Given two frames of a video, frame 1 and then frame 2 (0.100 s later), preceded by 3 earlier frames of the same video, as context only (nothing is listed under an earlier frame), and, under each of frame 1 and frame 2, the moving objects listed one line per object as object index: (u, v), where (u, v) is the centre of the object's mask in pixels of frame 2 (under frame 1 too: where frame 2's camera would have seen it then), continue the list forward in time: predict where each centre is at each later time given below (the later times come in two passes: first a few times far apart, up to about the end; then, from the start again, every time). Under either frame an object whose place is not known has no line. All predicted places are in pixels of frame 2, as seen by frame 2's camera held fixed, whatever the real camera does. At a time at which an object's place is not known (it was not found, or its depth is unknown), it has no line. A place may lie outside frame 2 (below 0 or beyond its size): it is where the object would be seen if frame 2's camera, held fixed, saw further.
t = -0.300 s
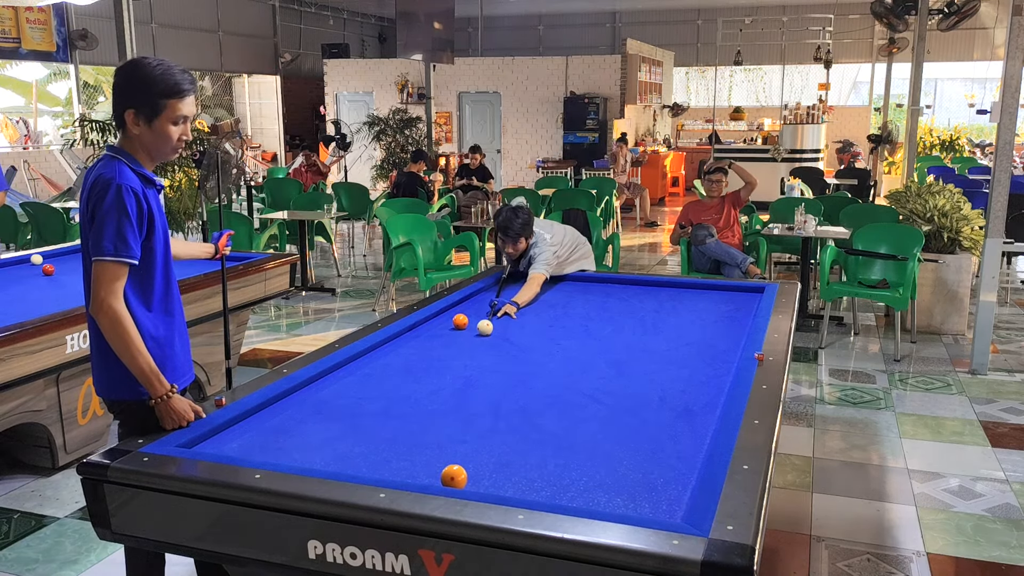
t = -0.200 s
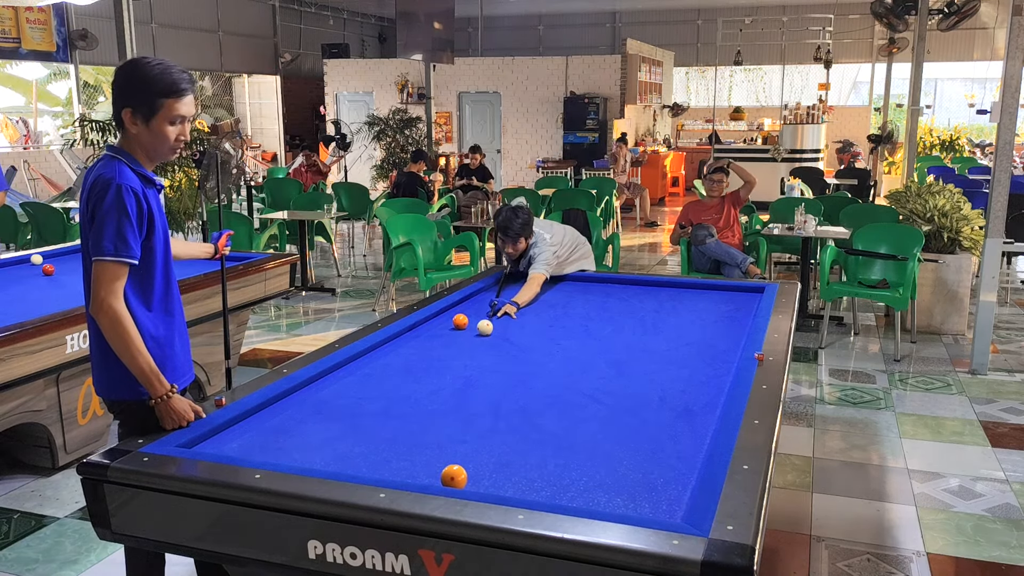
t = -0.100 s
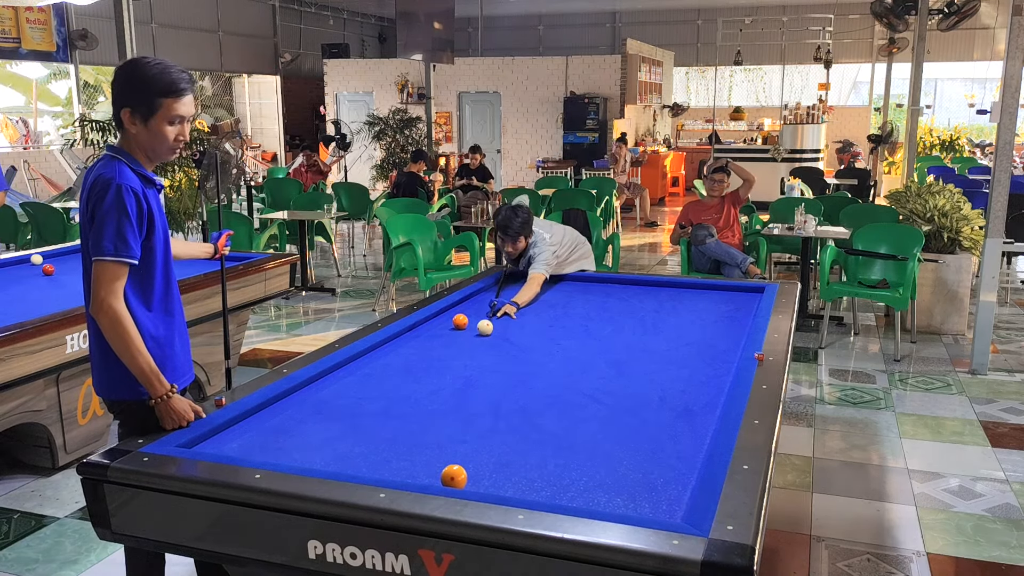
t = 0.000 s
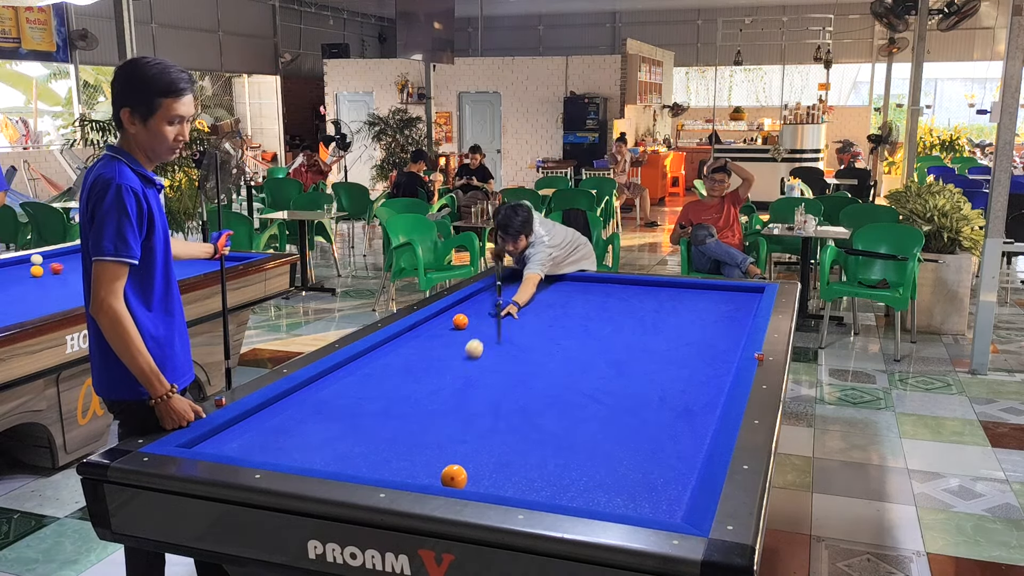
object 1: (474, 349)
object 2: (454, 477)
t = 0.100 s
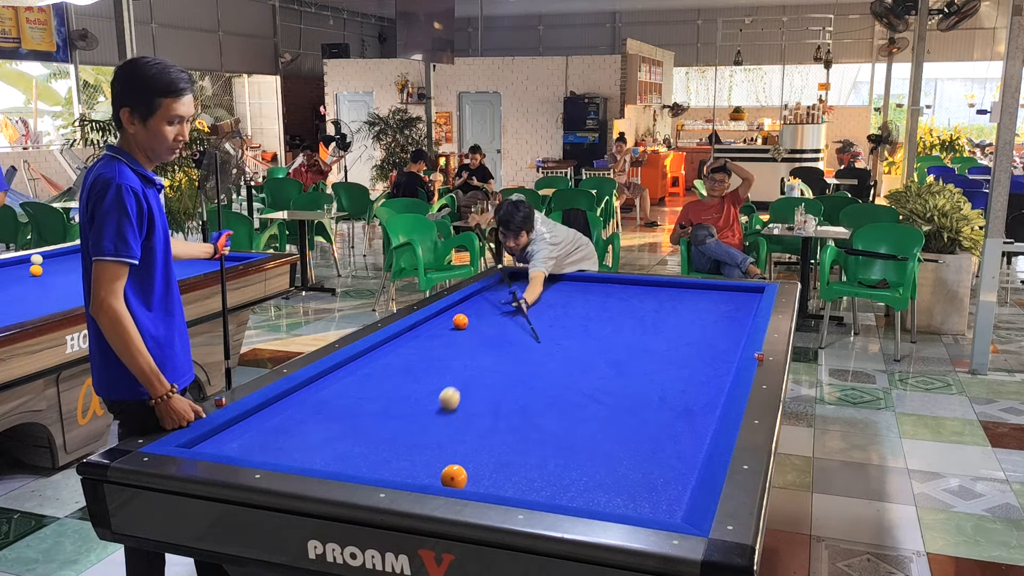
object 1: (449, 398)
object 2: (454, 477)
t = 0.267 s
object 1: (475, 451)
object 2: (458, 477)
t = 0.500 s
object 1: (651, 370)
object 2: (478, 482)
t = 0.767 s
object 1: (734, 319)
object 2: (500, 487)
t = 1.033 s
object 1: (706, 285)
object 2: (522, 490)
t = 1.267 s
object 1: (642, 299)
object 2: (541, 492)
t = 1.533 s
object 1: (567, 311)
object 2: (561, 494)
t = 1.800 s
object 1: (488, 323)
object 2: (580, 496)
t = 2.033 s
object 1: (412, 334)
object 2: (596, 498)
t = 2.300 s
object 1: (401, 356)
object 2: (613, 499)
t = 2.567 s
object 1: (399, 383)
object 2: (629, 501)
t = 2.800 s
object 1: (396, 411)
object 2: (642, 502)
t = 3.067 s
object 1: (392, 452)
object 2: (656, 503)
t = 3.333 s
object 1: (437, 467)
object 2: (668, 504)
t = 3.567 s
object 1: (508, 456)
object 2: (676, 504)
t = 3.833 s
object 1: (584, 445)
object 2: (671, 503)
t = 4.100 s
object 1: (653, 435)
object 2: (667, 502)
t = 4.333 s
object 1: (707, 426)
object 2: (664, 502)
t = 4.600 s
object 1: (682, 408)
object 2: (661, 501)
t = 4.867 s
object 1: (662, 392)
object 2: (660, 501)
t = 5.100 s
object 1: (647, 380)
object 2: (660, 501)
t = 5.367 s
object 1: (631, 368)
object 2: (660, 501)
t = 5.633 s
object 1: (617, 357)
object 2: (660, 501)
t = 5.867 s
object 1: (606, 348)
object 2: (660, 501)
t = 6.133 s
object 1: (594, 339)
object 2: (660, 501)
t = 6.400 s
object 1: (584, 331)
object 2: (660, 501)
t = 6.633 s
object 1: (575, 324)
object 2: (660, 501)
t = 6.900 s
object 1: (566, 318)
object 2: (660, 501)
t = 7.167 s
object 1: (558, 312)
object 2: (660, 501)
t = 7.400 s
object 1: (552, 307)
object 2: (660, 501)
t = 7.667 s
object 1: (545, 302)
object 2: (660, 501)
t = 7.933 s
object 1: (539, 297)
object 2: (660, 501)
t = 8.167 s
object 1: (535, 293)
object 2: (660, 501)
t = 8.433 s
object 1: (530, 289)
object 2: (660, 501)
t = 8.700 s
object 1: (525, 285)
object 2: (660, 501)
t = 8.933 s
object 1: (522, 282)
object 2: (660, 501)
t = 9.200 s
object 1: (518, 278)
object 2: (660, 501)
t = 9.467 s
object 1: (515, 275)
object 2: (660, 501)
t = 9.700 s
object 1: (517, 274)
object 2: (660, 501)
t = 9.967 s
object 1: (520, 276)
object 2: (660, 501)
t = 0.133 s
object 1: (439, 420)
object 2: (454, 477)
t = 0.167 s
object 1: (427, 444)
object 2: (454, 477)
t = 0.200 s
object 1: (413, 469)
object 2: (454, 477)
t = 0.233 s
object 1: (437, 467)
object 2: (455, 477)
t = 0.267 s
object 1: (475, 451)
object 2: (458, 477)
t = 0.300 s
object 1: (507, 436)
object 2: (461, 478)
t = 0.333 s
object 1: (537, 422)
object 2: (464, 479)
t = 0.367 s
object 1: (564, 410)
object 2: (467, 479)
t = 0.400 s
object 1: (588, 398)
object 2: (470, 480)
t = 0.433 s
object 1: (611, 388)
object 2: (472, 481)
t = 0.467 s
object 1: (632, 378)
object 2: (475, 481)
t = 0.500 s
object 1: (651, 370)
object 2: (478, 482)
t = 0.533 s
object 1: (669, 362)
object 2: (481, 483)
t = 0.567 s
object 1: (686, 355)
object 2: (484, 483)
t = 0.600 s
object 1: (702, 348)
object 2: (486, 484)
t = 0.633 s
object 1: (717, 341)
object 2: (489, 485)
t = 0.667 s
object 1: (731, 335)
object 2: (492, 485)
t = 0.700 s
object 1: (743, 330)
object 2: (494, 486)
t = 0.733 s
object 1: (740, 324)
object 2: (497, 486)
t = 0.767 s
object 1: (734, 319)
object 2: (500, 487)
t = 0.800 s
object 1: (729, 314)
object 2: (503, 487)
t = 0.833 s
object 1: (724, 309)
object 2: (506, 488)
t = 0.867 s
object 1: (720, 304)
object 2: (508, 489)
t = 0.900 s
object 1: (716, 300)
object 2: (511, 489)
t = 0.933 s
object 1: (713, 296)
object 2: (514, 489)
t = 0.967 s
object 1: (710, 292)
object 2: (516, 490)
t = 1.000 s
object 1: (708, 289)
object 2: (519, 490)
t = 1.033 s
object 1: (706, 285)
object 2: (522, 490)
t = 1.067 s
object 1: (698, 287)
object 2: (525, 490)
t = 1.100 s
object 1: (689, 289)
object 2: (527, 491)
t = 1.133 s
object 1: (679, 291)
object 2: (530, 491)
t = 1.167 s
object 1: (670, 293)
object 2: (533, 491)
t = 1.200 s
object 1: (661, 295)
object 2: (535, 492)
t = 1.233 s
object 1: (651, 297)
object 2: (538, 492)
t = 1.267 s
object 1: (642, 299)
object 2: (541, 492)
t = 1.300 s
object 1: (633, 300)
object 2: (543, 493)
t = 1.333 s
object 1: (623, 302)
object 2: (546, 493)
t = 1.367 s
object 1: (614, 304)
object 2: (548, 493)
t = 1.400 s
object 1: (604, 305)
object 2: (551, 493)
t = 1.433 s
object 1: (595, 307)
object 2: (553, 493)
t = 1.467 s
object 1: (585, 308)
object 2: (556, 494)
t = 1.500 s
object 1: (576, 310)
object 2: (558, 494)
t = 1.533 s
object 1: (567, 311)
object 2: (561, 494)
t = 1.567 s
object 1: (557, 312)
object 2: (563, 494)
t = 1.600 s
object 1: (547, 314)
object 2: (566, 495)
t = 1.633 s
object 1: (538, 315)
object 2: (568, 495)
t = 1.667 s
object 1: (528, 317)
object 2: (571, 495)
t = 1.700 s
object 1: (518, 318)
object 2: (573, 496)
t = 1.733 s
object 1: (508, 320)
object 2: (575, 496)
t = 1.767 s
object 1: (498, 321)
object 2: (578, 496)
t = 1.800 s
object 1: (488, 323)
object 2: (580, 496)
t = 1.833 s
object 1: (477, 324)
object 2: (582, 496)
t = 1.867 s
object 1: (467, 326)
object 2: (585, 497)
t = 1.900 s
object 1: (456, 327)
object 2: (587, 497)
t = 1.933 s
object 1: (445, 329)
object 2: (589, 497)
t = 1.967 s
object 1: (434, 330)
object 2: (592, 497)
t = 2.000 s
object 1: (423, 332)
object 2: (594, 497)
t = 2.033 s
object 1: (412, 334)
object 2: (596, 498)
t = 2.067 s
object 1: (400, 335)
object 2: (598, 498)
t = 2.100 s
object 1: (398, 338)
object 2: (600, 498)
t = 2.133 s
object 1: (400, 341)
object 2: (603, 498)
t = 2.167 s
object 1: (401, 344)
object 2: (605, 498)
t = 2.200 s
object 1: (401, 347)
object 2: (607, 499)
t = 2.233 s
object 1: (401, 350)
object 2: (609, 499)
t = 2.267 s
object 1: (401, 353)
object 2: (611, 499)
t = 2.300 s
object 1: (401, 356)
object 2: (613, 499)
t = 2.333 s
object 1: (401, 359)
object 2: (615, 499)
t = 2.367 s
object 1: (400, 362)
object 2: (617, 500)
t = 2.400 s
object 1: (400, 365)
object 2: (619, 500)
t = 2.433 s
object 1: (400, 369)
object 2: (621, 500)
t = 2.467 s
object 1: (399, 372)
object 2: (623, 500)
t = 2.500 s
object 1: (399, 376)
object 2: (625, 500)
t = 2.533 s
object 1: (399, 379)
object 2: (627, 500)
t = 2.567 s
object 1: (399, 383)
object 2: (629, 501)
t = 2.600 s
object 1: (398, 387)
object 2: (631, 501)
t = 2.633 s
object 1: (398, 390)
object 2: (633, 501)
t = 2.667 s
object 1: (397, 394)
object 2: (635, 501)
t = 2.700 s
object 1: (397, 398)
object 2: (637, 501)
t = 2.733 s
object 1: (397, 403)
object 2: (639, 501)
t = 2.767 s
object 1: (396, 407)
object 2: (640, 502)
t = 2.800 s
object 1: (396, 411)
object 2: (642, 502)
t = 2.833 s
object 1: (395, 416)
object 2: (644, 502)
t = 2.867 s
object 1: (395, 421)
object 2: (646, 502)
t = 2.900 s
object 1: (395, 426)
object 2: (647, 502)
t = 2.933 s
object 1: (394, 430)
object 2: (649, 502)
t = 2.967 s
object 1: (394, 435)
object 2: (651, 503)
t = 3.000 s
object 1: (393, 441)
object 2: (652, 503)
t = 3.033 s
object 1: (393, 446)
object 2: (654, 503)
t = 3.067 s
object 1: (392, 452)
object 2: (656, 503)
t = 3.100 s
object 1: (392, 458)
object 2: (657, 503)
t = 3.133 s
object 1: (391, 463)
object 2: (659, 503)
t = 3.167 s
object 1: (391, 468)
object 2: (660, 503)
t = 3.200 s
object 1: (391, 471)
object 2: (662, 504)
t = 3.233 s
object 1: (400, 471)
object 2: (663, 504)
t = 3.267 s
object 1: (413, 471)
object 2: (665, 504)
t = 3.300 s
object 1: (425, 469)
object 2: (666, 504)
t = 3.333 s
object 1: (437, 467)
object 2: (668, 504)
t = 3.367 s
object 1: (448, 465)
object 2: (669, 504)
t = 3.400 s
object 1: (458, 463)
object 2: (670, 505)
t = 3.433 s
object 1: (469, 461)
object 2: (672, 505)
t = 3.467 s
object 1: (479, 460)
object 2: (673, 505)
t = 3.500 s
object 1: (489, 459)
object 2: (674, 504)
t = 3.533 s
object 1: (499, 457)
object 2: (675, 505)
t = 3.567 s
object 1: (508, 456)
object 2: (676, 504)
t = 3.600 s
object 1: (518, 454)
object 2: (676, 504)
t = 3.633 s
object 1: (528, 453)
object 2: (675, 504)
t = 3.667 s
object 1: (538, 452)
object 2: (675, 504)
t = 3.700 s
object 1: (547, 450)
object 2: (674, 504)
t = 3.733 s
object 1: (556, 448)
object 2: (673, 504)
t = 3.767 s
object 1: (565, 447)
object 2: (673, 504)
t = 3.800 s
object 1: (575, 446)
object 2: (672, 504)
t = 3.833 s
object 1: (584, 445)
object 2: (671, 503)
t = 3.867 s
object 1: (593, 443)
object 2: (670, 503)
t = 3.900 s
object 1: (601, 442)
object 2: (670, 503)
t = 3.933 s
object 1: (610, 441)
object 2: (669, 503)
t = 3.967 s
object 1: (619, 439)
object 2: (669, 503)
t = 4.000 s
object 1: (628, 438)
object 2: (668, 503)
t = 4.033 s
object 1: (636, 437)
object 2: (668, 503)
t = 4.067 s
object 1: (645, 436)
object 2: (667, 502)
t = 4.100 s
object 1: (653, 435)
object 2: (667, 502)
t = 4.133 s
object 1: (661, 433)
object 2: (666, 502)
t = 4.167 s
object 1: (670, 432)
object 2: (666, 502)
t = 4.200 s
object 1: (678, 431)
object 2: (666, 502)
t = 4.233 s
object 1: (686, 430)
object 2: (665, 502)
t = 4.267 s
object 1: (694, 429)
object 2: (665, 502)
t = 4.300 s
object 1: (702, 427)
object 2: (664, 502)
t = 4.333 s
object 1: (707, 426)
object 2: (664, 502)
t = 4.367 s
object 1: (703, 424)
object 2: (664, 502)
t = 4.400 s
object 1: (699, 421)
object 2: (663, 502)
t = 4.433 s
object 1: (696, 419)
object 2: (663, 502)
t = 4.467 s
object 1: (693, 417)
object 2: (663, 502)
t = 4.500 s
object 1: (690, 415)
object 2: (662, 502)
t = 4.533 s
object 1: (687, 412)
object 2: (662, 502)
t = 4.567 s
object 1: (685, 410)
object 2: (662, 501)
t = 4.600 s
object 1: (682, 408)
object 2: (661, 501)
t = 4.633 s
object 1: (679, 406)
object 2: (661, 501)
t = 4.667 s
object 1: (677, 404)
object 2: (661, 501)
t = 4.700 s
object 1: (674, 402)
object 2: (661, 501)
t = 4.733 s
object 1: (672, 400)
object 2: (660, 501)
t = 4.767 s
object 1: (669, 398)
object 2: (660, 501)
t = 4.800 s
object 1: (667, 396)
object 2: (660, 501)
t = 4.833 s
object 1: (665, 394)
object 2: (660, 501)
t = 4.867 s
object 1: (662, 392)
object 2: (660, 501)
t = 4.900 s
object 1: (660, 390)
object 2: (660, 501)
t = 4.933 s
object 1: (658, 389)
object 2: (660, 501)
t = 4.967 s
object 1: (655, 387)
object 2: (660, 501)
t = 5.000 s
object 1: (653, 385)
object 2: (660, 501)
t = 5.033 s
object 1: (651, 384)
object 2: (660, 501)
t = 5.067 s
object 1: (649, 382)
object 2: (660, 501)
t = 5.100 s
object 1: (647, 380)
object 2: (660, 501)
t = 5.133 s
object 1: (645, 379)
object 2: (660, 501)
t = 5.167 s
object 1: (643, 377)
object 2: (660, 501)
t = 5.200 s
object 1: (641, 375)
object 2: (660, 501)
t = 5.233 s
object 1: (639, 374)
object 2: (660, 501)
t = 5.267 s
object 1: (637, 372)
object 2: (660, 501)
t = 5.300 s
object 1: (634, 371)
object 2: (660, 501)
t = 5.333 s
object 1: (633, 369)
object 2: (660, 501)
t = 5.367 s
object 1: (631, 368)
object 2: (660, 501)
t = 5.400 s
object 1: (629, 366)
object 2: (660, 501)
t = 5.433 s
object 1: (627, 365)
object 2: (660, 501)
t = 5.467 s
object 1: (625, 363)
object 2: (660, 501)
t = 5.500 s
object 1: (624, 362)
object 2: (660, 501)
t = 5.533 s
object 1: (622, 361)
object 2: (660, 501)
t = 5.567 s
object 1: (620, 359)
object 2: (660, 501)
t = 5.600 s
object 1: (618, 358)
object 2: (660, 501)
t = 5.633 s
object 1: (617, 357)
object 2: (660, 501)
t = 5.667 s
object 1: (615, 355)
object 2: (660, 501)
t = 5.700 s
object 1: (613, 354)
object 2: (660, 501)
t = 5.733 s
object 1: (612, 353)
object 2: (660, 501)
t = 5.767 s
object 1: (610, 352)
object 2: (660, 501)
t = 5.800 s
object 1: (609, 351)
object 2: (660, 501)
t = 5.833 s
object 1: (607, 349)
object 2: (660, 501)
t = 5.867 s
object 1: (606, 348)
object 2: (660, 501)
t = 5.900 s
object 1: (604, 347)
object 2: (660, 501)
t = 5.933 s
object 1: (603, 346)
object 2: (660, 501)
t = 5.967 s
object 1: (601, 345)
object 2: (660, 501)
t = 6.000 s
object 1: (600, 344)
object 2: (660, 501)
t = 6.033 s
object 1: (598, 343)
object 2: (660, 501)
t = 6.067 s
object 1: (597, 342)
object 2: (660, 501)
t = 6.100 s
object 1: (595, 340)
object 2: (660, 501)
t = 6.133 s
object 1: (594, 339)
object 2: (660, 501)
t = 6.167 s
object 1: (593, 339)
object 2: (660, 501)
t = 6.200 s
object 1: (592, 338)
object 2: (660, 501)
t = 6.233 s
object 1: (590, 337)
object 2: (660, 501)
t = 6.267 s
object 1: (589, 336)
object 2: (660, 501)
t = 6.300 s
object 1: (587, 334)
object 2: (660, 501)
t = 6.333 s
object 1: (586, 334)
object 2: (660, 501)
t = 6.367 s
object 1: (585, 332)
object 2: (660, 501)
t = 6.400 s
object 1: (584, 331)
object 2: (660, 501)
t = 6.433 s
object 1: (582, 331)
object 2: (660, 501)
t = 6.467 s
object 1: (581, 330)
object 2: (660, 501)
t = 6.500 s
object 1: (580, 329)
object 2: (660, 501)
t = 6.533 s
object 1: (579, 327)
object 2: (660, 501)
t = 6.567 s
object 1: (577, 326)
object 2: (660, 501)
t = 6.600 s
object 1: (576, 325)
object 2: (660, 501)
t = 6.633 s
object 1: (575, 324)
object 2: (660, 501)
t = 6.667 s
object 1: (574, 324)
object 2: (660, 500)
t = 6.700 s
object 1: (573, 323)
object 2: (660, 501)
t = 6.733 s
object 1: (572, 322)
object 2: (660, 501)
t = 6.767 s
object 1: (571, 321)
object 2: (660, 501)
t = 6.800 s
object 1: (569, 320)
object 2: (660, 501)
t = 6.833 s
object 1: (568, 319)
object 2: (660, 501)
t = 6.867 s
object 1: (567, 318)
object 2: (660, 501)
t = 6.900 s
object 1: (566, 318)
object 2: (660, 501)
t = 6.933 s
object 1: (565, 317)
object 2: (660, 501)
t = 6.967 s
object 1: (564, 316)
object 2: (660, 501)
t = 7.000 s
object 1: (563, 315)
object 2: (660, 501)
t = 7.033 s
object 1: (562, 314)
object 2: (660, 501)
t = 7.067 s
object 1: (561, 314)
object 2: (660, 501)
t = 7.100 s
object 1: (560, 313)
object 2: (660, 501)
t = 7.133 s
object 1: (559, 312)
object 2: (660, 501)
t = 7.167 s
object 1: (558, 312)
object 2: (660, 501)
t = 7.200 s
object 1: (557, 311)
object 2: (660, 501)
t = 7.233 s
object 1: (556, 310)
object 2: (660, 501)
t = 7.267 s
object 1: (555, 309)
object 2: (660, 501)
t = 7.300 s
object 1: (555, 309)
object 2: (660, 501)
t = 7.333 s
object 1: (554, 308)
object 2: (660, 501)
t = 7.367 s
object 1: (553, 307)
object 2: (660, 501)
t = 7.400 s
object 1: (552, 307)
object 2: (660, 501)
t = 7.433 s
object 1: (551, 306)
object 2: (660, 501)
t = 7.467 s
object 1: (550, 305)
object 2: (660, 501)
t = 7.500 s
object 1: (549, 305)
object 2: (660, 501)
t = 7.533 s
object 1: (548, 304)
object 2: (660, 501)
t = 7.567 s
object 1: (548, 303)
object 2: (660, 501)
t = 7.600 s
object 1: (547, 303)
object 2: (660, 501)
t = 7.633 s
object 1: (546, 302)
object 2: (660, 501)
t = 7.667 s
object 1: (545, 302)
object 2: (660, 501)
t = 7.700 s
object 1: (544, 301)
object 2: (660, 501)
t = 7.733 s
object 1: (544, 300)
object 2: (660, 501)
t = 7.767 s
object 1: (543, 300)
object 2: (660, 501)
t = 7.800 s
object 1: (542, 299)
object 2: (660, 501)
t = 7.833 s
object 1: (541, 298)
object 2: (660, 501)
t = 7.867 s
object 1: (541, 298)
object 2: (660, 501)
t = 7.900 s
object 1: (540, 297)
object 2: (660, 501)
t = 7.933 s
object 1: (539, 297)
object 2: (660, 501)
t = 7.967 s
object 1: (539, 296)
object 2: (660, 501)
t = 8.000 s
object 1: (538, 296)
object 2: (660, 501)
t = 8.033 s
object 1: (537, 295)
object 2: (660, 501)
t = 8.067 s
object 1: (536, 294)
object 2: (660, 501)
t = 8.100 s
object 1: (536, 294)
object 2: (660, 501)
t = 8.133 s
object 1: (535, 293)
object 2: (660, 501)
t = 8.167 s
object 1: (535, 293)
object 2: (660, 501)
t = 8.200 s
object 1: (534, 292)
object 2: (660, 501)
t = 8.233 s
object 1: (533, 292)
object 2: (660, 501)
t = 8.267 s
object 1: (533, 291)
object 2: (660, 501)
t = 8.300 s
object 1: (532, 291)
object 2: (660, 501)
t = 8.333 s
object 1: (531, 290)
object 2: (660, 501)
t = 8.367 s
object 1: (531, 290)
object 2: (660, 501)
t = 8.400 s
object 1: (530, 289)
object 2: (660, 501)
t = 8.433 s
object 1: (530, 289)
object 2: (660, 501)
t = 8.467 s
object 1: (529, 288)
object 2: (660, 501)
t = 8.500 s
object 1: (529, 288)
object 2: (660, 501)
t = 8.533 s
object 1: (528, 287)
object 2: (660, 501)
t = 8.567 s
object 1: (527, 287)
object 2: (660, 501)
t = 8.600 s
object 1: (527, 286)
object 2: (660, 501)
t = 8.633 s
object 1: (527, 286)
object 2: (660, 501)
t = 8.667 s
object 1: (526, 285)
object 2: (660, 501)
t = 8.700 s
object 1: (525, 285)
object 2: (660, 501)
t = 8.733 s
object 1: (525, 284)
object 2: (660, 501)
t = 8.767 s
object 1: (525, 284)
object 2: (660, 501)
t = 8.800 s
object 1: (524, 284)
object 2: (660, 501)
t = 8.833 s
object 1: (523, 283)
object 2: (660, 501)
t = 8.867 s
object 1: (523, 283)
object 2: (660, 501)
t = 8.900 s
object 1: (522, 282)
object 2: (660, 501)
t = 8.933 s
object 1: (522, 282)
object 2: (660, 501)
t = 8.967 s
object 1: (521, 281)
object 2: (660, 501)
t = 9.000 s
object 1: (521, 281)
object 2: (660, 501)
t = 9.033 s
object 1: (520, 281)
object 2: (660, 501)
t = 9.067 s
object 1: (520, 280)
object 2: (660, 501)
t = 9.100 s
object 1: (519, 280)
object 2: (660, 501)
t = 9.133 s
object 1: (519, 279)
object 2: (660, 501)
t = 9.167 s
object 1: (519, 279)
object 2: (660, 501)
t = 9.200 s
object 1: (518, 278)
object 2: (660, 501)
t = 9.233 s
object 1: (518, 278)
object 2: (660, 501)
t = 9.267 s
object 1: (517, 277)
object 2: (660, 501)
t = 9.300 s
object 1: (517, 277)
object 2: (660, 501)
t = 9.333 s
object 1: (516, 277)
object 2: (660, 501)
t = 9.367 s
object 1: (516, 276)
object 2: (660, 501)
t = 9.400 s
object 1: (516, 276)
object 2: (660, 501)
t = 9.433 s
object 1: (515, 275)
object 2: (660, 501)
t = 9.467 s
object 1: (515, 275)
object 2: (660, 501)
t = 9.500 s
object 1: (514, 275)
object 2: (660, 501)
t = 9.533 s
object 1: (515, 274)
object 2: (660, 501)
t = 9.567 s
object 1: (516, 274)
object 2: (660, 501)
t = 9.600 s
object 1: (516, 274)
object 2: (660, 501)
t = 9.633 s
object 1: (517, 274)
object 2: (660, 501)
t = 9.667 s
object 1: (517, 274)
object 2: (660, 501)
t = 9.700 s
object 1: (517, 274)
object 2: (660, 501)
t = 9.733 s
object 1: (518, 275)
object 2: (660, 501)
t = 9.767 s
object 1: (518, 275)
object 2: (660, 501)
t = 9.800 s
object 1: (518, 275)
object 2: (660, 501)
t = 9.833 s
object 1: (518, 275)
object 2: (660, 501)
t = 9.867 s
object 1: (519, 275)
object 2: (660, 501)
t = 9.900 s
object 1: (519, 275)
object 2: (660, 501)
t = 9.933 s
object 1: (519, 276)
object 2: (660, 501)
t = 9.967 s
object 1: (520, 276)
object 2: (660, 501)
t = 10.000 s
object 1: (520, 276)
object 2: (660, 501)
